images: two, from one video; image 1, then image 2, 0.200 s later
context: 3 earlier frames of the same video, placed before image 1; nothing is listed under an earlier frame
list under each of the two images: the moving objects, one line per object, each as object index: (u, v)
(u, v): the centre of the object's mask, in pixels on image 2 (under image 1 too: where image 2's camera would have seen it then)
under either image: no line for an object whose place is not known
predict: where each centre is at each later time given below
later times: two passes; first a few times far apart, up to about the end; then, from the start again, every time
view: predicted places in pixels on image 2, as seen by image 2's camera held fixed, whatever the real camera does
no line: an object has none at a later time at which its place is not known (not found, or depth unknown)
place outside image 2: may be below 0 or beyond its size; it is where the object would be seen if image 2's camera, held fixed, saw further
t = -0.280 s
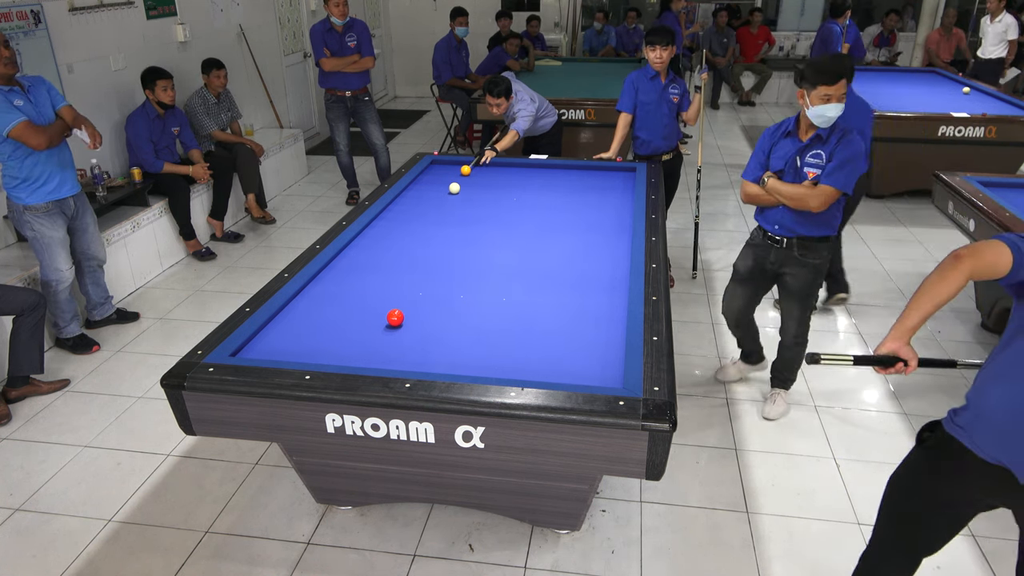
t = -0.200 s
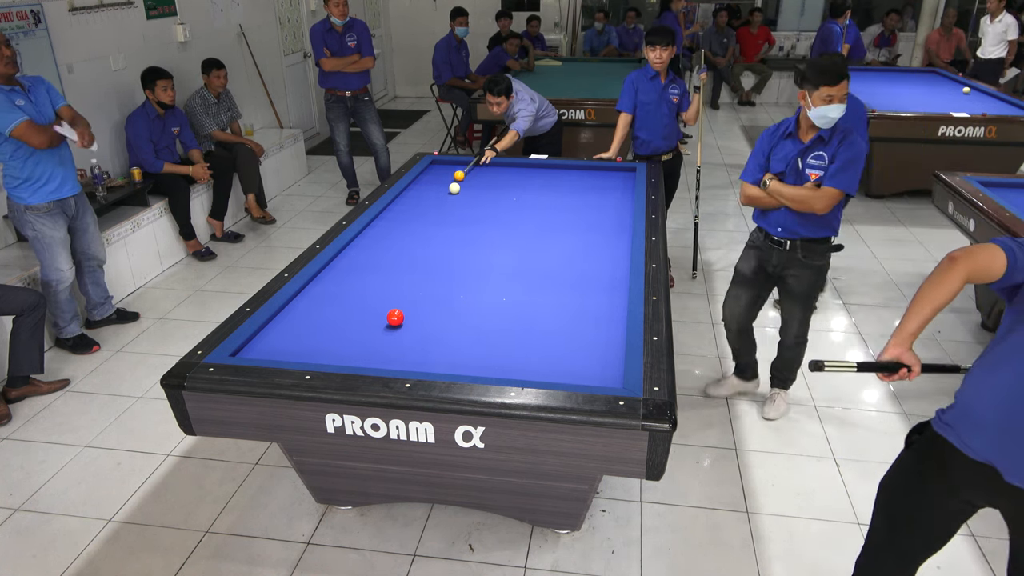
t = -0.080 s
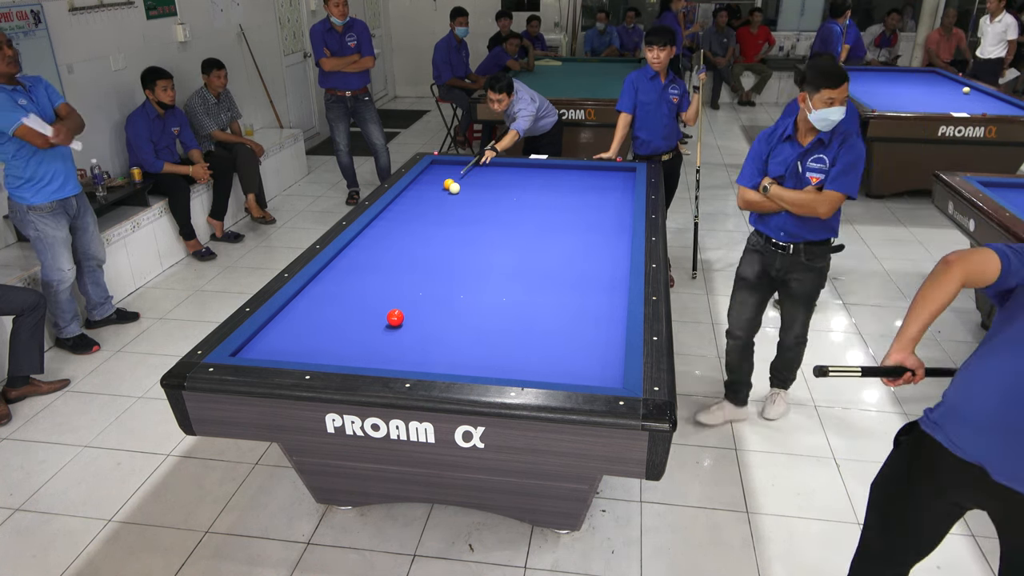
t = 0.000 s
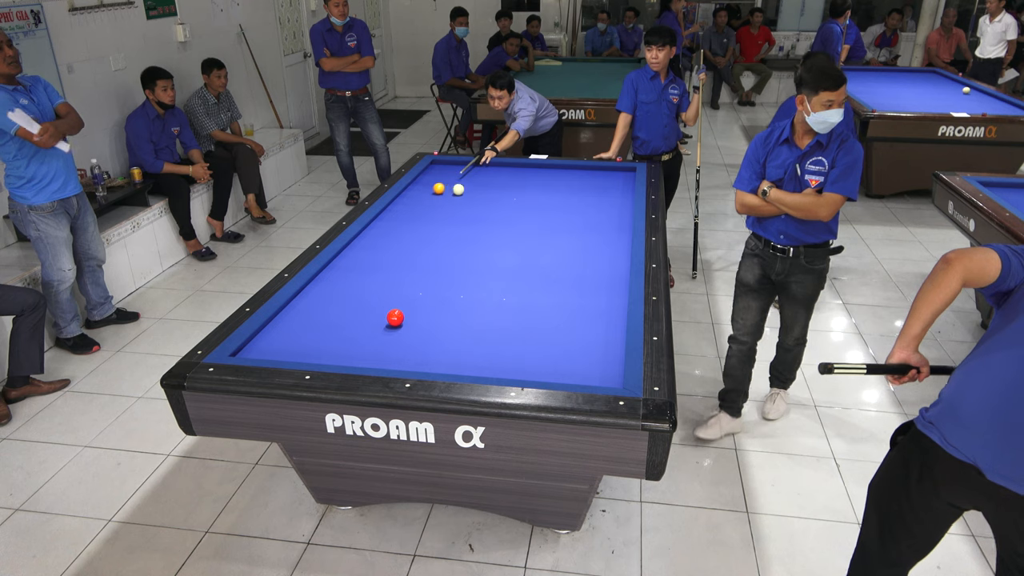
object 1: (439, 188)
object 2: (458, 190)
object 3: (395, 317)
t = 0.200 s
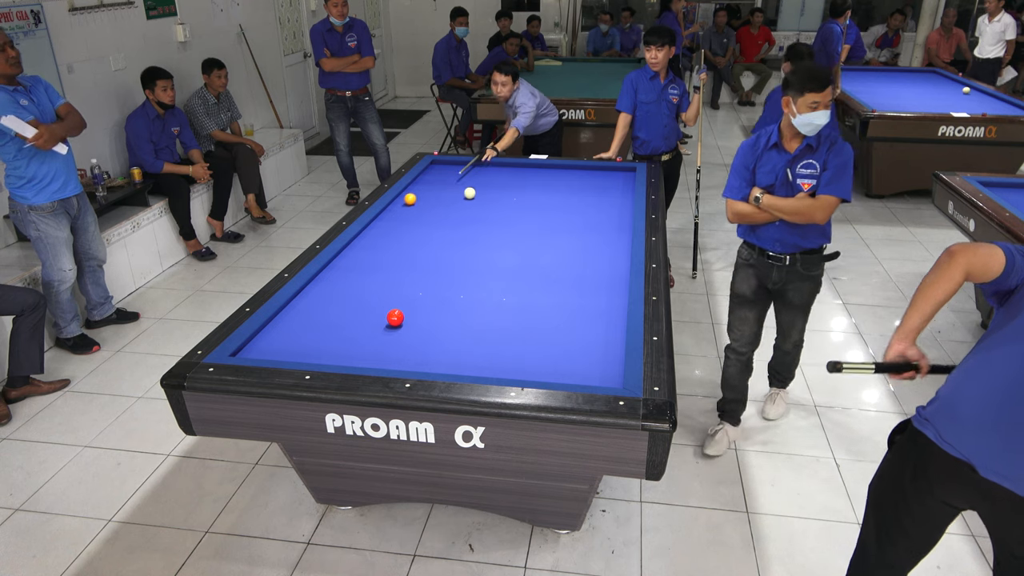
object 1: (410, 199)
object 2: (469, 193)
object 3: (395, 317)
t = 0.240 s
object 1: (404, 201)
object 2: (471, 194)
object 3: (395, 317)
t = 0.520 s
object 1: (390, 218)
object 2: (487, 199)
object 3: (395, 317)
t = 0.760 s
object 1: (388, 234)
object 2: (500, 203)
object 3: (395, 317)
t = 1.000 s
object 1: (386, 252)
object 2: (513, 208)
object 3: (395, 317)
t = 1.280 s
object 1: (383, 276)
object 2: (529, 213)
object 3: (395, 317)
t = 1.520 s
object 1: (380, 298)
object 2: (543, 217)
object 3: (395, 317)
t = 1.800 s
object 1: (372, 328)
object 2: (558, 222)
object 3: (400, 318)
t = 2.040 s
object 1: (357, 357)
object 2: (571, 226)
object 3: (409, 318)
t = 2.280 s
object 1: (378, 349)
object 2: (584, 231)
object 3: (418, 319)
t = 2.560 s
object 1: (408, 335)
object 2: (599, 236)
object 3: (427, 320)
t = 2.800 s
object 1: (425, 328)
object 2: (612, 240)
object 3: (439, 317)
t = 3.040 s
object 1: (435, 325)
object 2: (624, 244)
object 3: (456, 311)
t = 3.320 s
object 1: (445, 322)
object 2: (616, 246)
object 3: (474, 304)
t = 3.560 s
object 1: (453, 321)
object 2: (610, 247)
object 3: (488, 299)
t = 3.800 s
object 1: (460, 319)
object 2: (603, 249)
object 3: (501, 294)
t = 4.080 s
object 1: (467, 317)
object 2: (597, 251)
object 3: (515, 289)
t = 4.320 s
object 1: (473, 316)
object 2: (592, 252)
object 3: (526, 285)
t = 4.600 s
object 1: (478, 315)
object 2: (586, 253)
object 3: (538, 280)
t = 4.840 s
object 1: (481, 314)
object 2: (583, 254)
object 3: (547, 277)
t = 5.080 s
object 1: (484, 314)
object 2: (579, 254)
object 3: (556, 274)
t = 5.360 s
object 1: (486, 313)
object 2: (576, 255)
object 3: (565, 271)
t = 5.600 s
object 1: (487, 313)
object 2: (574, 255)
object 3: (572, 269)
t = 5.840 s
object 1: (487, 313)
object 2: (572, 255)
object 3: (579, 267)
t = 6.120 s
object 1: (487, 313)
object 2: (571, 256)
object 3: (586, 265)
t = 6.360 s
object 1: (487, 313)
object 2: (571, 256)
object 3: (591, 263)
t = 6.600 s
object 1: (487, 313)
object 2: (571, 256)
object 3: (596, 262)
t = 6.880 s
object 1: (486, 313)
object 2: (571, 256)
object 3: (600, 260)
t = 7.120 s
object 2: (571, 256)
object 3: (604, 259)
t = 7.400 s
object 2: (571, 256)
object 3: (607, 259)
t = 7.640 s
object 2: (571, 256)
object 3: (610, 258)
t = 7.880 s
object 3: (611, 258)
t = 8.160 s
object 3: (611, 257)
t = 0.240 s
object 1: (404, 201)
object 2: (471, 194)
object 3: (395, 317)
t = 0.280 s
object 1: (398, 204)
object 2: (474, 195)
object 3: (395, 317)
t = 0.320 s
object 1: (391, 206)
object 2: (476, 195)
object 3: (395, 317)
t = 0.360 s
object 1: (390, 208)
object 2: (478, 196)
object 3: (395, 317)
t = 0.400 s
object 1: (390, 211)
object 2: (480, 197)
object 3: (395, 317)
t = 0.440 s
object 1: (390, 213)
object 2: (482, 197)
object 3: (395, 317)
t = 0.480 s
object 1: (390, 216)
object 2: (485, 198)
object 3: (395, 317)
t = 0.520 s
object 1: (390, 218)
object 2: (487, 199)
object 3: (395, 317)
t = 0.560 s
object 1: (389, 221)
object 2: (489, 200)
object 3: (395, 317)
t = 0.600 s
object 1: (389, 224)
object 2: (491, 200)
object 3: (395, 317)
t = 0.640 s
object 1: (389, 226)
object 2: (494, 201)
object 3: (395, 317)
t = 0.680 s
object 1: (388, 229)
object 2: (496, 202)
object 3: (395, 317)
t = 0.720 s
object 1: (388, 232)
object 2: (498, 203)
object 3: (395, 317)
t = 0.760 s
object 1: (388, 234)
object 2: (500, 203)
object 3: (395, 317)
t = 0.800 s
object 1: (388, 237)
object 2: (502, 204)
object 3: (395, 317)
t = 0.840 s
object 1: (387, 240)
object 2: (505, 205)
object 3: (395, 317)
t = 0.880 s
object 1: (387, 243)
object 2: (507, 205)
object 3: (395, 317)
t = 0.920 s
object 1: (386, 246)
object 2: (509, 206)
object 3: (395, 317)
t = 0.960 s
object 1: (386, 249)
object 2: (511, 207)
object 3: (395, 317)
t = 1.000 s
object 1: (386, 252)
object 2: (513, 208)
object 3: (395, 317)
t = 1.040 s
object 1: (385, 255)
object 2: (516, 208)
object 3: (395, 317)
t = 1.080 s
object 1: (385, 259)
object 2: (518, 209)
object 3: (395, 317)
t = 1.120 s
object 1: (385, 262)
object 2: (520, 210)
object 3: (395, 317)
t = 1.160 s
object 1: (384, 265)
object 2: (523, 211)
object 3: (395, 317)
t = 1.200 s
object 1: (384, 269)
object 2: (525, 211)
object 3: (395, 317)
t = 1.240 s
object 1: (383, 272)
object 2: (527, 212)
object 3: (395, 317)
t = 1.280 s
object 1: (383, 276)
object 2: (529, 213)
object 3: (395, 317)
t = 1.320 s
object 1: (382, 279)
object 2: (531, 214)
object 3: (395, 317)
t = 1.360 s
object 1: (382, 283)
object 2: (534, 214)
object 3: (395, 317)
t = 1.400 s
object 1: (382, 287)
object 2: (536, 215)
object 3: (395, 317)
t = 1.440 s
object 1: (381, 290)
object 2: (538, 216)
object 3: (395, 317)
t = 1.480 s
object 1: (381, 294)
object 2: (540, 216)
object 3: (395, 317)
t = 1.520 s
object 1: (380, 298)
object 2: (543, 217)
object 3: (395, 317)
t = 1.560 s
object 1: (380, 302)
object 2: (545, 218)
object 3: (395, 317)
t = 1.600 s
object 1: (379, 307)
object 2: (547, 219)
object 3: (395, 317)
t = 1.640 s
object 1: (379, 311)
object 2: (549, 219)
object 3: (395, 317)
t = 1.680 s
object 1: (378, 315)
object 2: (551, 220)
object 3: (395, 317)
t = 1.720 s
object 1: (376, 320)
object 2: (554, 221)
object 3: (396, 317)
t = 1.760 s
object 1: (374, 324)
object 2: (556, 222)
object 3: (398, 318)
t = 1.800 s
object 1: (372, 328)
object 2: (558, 222)
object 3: (400, 318)
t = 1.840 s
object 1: (369, 333)
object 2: (560, 223)
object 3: (401, 318)
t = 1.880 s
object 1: (367, 338)
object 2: (562, 224)
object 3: (403, 318)
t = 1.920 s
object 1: (364, 343)
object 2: (565, 224)
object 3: (405, 318)
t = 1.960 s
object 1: (362, 347)
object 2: (567, 225)
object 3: (406, 318)
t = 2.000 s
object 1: (359, 352)
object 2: (569, 226)
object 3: (408, 318)
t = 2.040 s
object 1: (357, 357)
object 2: (571, 226)
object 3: (409, 318)
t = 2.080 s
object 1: (354, 360)
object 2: (573, 227)
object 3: (411, 319)
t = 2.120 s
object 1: (357, 360)
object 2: (576, 228)
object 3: (412, 319)
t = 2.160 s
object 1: (363, 358)
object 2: (578, 229)
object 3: (414, 319)
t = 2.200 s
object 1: (368, 355)
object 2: (580, 229)
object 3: (415, 319)
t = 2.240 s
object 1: (373, 352)
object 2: (582, 230)
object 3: (417, 319)
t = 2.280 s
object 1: (378, 349)
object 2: (584, 231)
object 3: (418, 319)
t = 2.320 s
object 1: (383, 347)
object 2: (586, 232)
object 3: (419, 319)
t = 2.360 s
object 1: (387, 345)
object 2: (589, 232)
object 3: (420, 319)
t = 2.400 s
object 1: (391, 343)
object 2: (591, 233)
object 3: (422, 319)
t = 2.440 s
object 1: (396, 341)
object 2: (593, 233)
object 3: (423, 320)
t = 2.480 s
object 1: (400, 339)
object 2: (595, 234)
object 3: (424, 320)
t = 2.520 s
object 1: (404, 337)
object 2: (597, 235)
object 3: (426, 320)
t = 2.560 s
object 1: (408, 335)
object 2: (599, 236)
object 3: (427, 320)
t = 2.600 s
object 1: (412, 333)
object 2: (601, 236)
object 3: (428, 320)
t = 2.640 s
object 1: (416, 331)
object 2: (603, 237)
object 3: (430, 320)
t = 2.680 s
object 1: (420, 329)
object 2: (606, 238)
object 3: (432, 320)
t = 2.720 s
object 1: (422, 328)
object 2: (608, 238)
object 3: (434, 319)
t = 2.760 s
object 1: (424, 328)
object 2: (610, 239)
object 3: (437, 318)
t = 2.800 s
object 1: (425, 328)
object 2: (612, 240)
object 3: (439, 317)
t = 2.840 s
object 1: (427, 327)
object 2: (614, 240)
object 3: (442, 316)
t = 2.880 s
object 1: (429, 327)
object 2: (616, 241)
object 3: (445, 315)
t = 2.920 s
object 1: (430, 326)
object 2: (618, 242)
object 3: (448, 314)
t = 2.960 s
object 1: (432, 326)
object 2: (621, 242)
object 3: (451, 313)
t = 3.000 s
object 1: (434, 325)
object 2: (623, 243)
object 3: (453, 312)
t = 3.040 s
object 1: (435, 325)
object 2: (624, 244)
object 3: (456, 311)
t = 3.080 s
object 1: (437, 325)
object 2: (623, 244)
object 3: (459, 310)
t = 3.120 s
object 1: (438, 324)
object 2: (622, 244)
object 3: (461, 309)
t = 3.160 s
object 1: (439, 324)
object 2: (621, 245)
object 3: (464, 308)
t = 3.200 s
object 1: (441, 324)
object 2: (619, 245)
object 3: (466, 307)
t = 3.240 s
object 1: (442, 323)
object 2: (618, 245)
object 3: (469, 306)
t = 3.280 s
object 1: (444, 323)
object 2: (617, 246)
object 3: (471, 305)
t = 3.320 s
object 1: (445, 322)
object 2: (616, 246)
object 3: (474, 304)
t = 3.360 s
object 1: (447, 322)
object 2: (615, 246)
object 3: (476, 303)
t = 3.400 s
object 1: (448, 322)
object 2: (614, 246)
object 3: (478, 302)
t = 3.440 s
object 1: (449, 322)
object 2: (613, 247)
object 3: (481, 301)
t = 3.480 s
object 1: (451, 321)
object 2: (612, 247)
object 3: (483, 301)
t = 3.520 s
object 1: (452, 321)
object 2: (611, 247)
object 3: (486, 300)
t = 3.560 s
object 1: (453, 321)
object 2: (610, 247)
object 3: (488, 299)
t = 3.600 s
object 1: (454, 320)
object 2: (608, 248)
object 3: (490, 298)
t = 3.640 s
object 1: (456, 320)
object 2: (608, 248)
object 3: (492, 297)
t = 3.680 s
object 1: (457, 320)
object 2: (606, 248)
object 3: (495, 296)
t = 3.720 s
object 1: (458, 320)
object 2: (605, 248)
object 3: (497, 295)
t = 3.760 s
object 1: (459, 319)
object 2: (604, 249)
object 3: (499, 295)
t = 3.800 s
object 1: (460, 319)
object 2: (603, 249)
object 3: (501, 294)
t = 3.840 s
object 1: (461, 319)
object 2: (602, 249)
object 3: (503, 293)
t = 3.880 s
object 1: (462, 318)
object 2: (601, 249)
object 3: (505, 292)
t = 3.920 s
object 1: (463, 318)
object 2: (601, 250)
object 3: (507, 292)
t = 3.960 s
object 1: (464, 318)
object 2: (600, 250)
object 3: (509, 291)
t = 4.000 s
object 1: (465, 318)
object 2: (599, 250)
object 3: (511, 290)
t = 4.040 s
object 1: (466, 318)
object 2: (598, 250)
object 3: (513, 289)
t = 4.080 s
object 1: (467, 317)
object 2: (597, 251)
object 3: (515, 289)
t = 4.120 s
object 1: (468, 317)
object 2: (596, 251)
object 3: (517, 288)
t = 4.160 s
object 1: (469, 317)
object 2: (595, 251)
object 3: (519, 287)
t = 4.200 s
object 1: (470, 317)
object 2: (594, 251)
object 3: (521, 287)
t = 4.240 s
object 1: (471, 317)
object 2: (593, 251)
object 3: (522, 286)
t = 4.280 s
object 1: (472, 316)
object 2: (592, 251)
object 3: (524, 285)
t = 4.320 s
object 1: (473, 316)
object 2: (592, 252)
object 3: (526, 285)
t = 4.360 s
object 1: (473, 316)
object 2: (591, 252)
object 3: (528, 284)
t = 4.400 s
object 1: (474, 316)
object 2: (590, 252)
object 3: (529, 284)
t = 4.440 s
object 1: (475, 316)
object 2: (589, 252)
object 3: (531, 283)
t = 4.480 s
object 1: (476, 316)
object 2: (589, 252)
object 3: (533, 282)
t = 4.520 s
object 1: (476, 315)
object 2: (588, 252)
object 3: (535, 282)
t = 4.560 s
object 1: (477, 315)
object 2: (587, 253)
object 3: (536, 281)
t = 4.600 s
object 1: (478, 315)
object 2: (586, 253)
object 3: (538, 280)
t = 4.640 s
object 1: (478, 315)
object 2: (586, 253)
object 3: (539, 280)
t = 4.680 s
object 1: (479, 315)
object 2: (585, 253)
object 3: (541, 279)
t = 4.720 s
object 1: (479, 315)
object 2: (585, 253)
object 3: (543, 279)
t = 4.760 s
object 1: (480, 315)
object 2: (584, 253)
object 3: (544, 278)
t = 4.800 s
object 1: (481, 314)
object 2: (583, 254)
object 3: (546, 278)
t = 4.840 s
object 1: (481, 314)
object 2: (583, 254)
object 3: (547, 277)
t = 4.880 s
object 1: (482, 314)
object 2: (582, 254)
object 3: (549, 276)
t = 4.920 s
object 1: (482, 314)
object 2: (581, 254)
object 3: (550, 276)
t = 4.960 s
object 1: (483, 314)
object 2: (581, 254)
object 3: (552, 275)
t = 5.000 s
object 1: (483, 314)
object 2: (580, 254)
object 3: (553, 275)
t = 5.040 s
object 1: (483, 314)
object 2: (580, 254)
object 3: (554, 274)
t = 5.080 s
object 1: (484, 314)
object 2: (579, 254)
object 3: (556, 274)
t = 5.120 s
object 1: (484, 314)
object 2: (578, 255)
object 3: (557, 274)
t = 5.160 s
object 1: (484, 314)
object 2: (578, 255)
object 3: (559, 273)
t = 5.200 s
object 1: (485, 314)
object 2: (578, 255)
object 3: (560, 273)
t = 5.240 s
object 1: (485, 314)
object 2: (577, 255)
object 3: (561, 272)
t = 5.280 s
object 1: (485, 314)
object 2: (577, 255)
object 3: (562, 272)
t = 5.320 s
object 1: (485, 313)
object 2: (576, 255)
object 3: (564, 272)
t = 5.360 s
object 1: (486, 313)
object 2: (576, 255)
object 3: (565, 271)
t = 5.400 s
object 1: (486, 313)
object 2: (575, 255)
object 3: (566, 271)
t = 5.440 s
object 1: (486, 313)
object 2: (575, 255)
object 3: (568, 270)
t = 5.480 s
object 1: (486, 313)
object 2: (575, 255)
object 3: (569, 270)
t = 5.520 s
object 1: (486, 313)
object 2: (574, 255)
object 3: (570, 270)
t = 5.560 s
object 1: (486, 313)
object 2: (574, 255)
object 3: (571, 269)
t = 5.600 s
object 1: (487, 313)
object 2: (574, 255)
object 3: (572, 269)
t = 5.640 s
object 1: (487, 313)
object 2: (573, 255)
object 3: (573, 269)
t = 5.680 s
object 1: (487, 313)
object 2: (573, 255)
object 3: (574, 268)
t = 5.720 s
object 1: (487, 313)
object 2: (573, 255)
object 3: (576, 268)
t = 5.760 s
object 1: (487, 313)
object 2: (572, 255)
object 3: (577, 268)
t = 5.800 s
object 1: (487, 313)
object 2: (572, 255)
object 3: (578, 267)
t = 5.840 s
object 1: (487, 313)
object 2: (572, 255)
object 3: (579, 267)
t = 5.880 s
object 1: (487, 313)
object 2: (572, 255)
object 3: (580, 266)
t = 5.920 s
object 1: (487, 313)
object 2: (571, 255)
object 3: (581, 266)
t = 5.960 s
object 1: (487, 313)
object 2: (571, 255)
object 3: (582, 266)
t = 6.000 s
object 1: (487, 313)
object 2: (571, 256)
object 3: (583, 265)
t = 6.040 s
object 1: (487, 313)
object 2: (571, 256)
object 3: (584, 265)
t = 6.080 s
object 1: (487, 313)
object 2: (571, 256)
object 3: (585, 265)
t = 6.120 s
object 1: (487, 313)
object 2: (571, 256)
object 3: (586, 265)
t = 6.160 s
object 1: (487, 313)
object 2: (571, 256)
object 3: (587, 264)
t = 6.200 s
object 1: (487, 313)
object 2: (571, 256)
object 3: (588, 264)
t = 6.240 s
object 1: (487, 313)
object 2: (571, 256)
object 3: (588, 264)
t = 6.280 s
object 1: (487, 313)
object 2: (571, 256)
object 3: (589, 264)
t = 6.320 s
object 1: (487, 313)
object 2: (571, 256)
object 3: (590, 263)
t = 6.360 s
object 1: (487, 313)
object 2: (571, 256)
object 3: (591, 263)
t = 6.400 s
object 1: (487, 313)
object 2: (571, 256)
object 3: (592, 263)
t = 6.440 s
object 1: (487, 313)
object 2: (571, 256)
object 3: (593, 263)
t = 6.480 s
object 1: (487, 313)
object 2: (571, 256)
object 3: (593, 263)
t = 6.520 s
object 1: (487, 313)
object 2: (571, 256)
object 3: (594, 262)
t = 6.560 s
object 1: (487, 313)
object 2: (571, 256)
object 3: (595, 262)
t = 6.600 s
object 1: (487, 313)
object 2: (571, 256)
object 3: (596, 262)
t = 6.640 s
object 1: (487, 313)
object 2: (571, 256)
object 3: (596, 261)
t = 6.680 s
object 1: (487, 313)
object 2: (571, 256)
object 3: (597, 261)
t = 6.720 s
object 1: (487, 313)
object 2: (571, 256)
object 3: (598, 261)
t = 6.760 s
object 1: (487, 313)
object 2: (571, 256)
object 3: (599, 261)
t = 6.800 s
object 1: (487, 313)
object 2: (571, 256)
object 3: (599, 261)
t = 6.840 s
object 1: (487, 313)
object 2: (571, 256)
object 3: (600, 261)
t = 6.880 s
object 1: (486, 313)
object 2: (571, 256)
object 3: (600, 260)
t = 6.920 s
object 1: (486, 313)
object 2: (571, 256)
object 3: (601, 260)
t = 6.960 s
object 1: (486, 313)
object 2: (571, 256)
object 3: (601, 260)
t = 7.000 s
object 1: (487, 313)
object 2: (571, 256)
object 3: (602, 260)
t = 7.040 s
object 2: (571, 256)
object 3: (603, 260)
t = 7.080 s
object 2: (571, 256)
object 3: (603, 260)
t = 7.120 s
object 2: (571, 256)
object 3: (604, 259)
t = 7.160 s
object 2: (571, 256)
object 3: (604, 259)
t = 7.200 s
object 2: (571, 256)
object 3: (605, 259)
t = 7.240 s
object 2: (571, 256)
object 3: (605, 259)
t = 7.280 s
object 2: (571, 256)
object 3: (606, 259)
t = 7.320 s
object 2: (571, 256)
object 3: (606, 259)
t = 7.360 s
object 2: (571, 256)
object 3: (607, 259)
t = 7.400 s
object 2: (571, 256)
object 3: (607, 259)
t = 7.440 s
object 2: (571, 256)
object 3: (608, 259)
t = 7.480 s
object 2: (571, 256)
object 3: (608, 259)
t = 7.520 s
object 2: (571, 256)
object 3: (608, 258)
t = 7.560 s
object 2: (571, 256)
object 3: (609, 258)
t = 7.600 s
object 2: (571, 256)
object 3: (609, 258)
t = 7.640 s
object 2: (571, 256)
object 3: (610, 258)
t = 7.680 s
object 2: (571, 256)
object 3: (610, 258)
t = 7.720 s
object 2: (571, 256)
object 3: (610, 258)
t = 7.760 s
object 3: (610, 258)
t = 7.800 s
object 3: (611, 258)
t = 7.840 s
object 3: (611, 258)
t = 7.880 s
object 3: (611, 258)
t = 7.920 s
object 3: (611, 258)
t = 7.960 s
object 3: (612, 258)
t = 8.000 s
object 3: (612, 258)
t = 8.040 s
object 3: (612, 258)
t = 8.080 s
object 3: (612, 258)
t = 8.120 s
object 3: (612, 258)
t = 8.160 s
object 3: (611, 257)
